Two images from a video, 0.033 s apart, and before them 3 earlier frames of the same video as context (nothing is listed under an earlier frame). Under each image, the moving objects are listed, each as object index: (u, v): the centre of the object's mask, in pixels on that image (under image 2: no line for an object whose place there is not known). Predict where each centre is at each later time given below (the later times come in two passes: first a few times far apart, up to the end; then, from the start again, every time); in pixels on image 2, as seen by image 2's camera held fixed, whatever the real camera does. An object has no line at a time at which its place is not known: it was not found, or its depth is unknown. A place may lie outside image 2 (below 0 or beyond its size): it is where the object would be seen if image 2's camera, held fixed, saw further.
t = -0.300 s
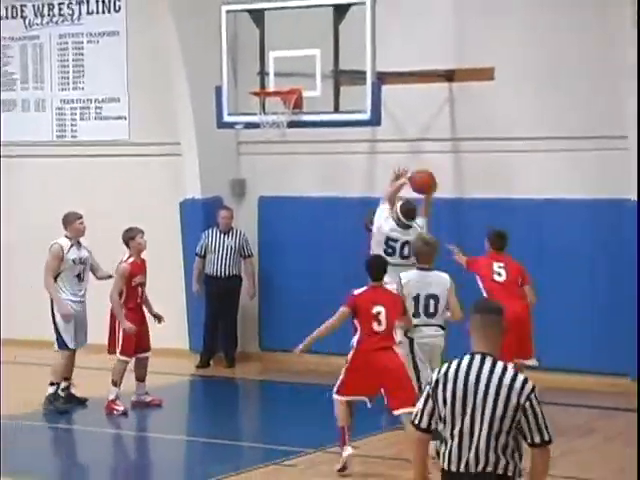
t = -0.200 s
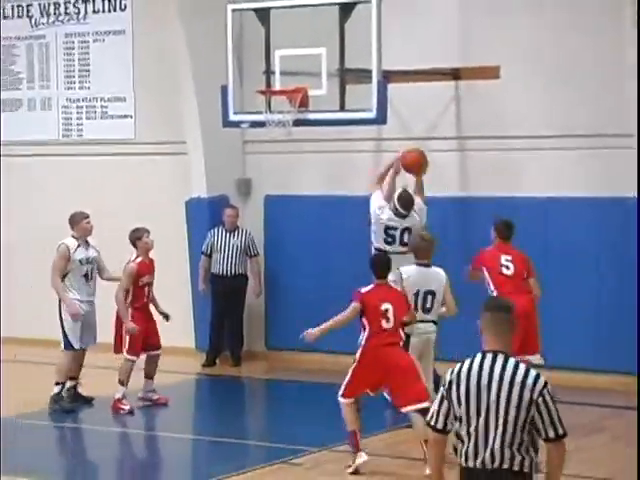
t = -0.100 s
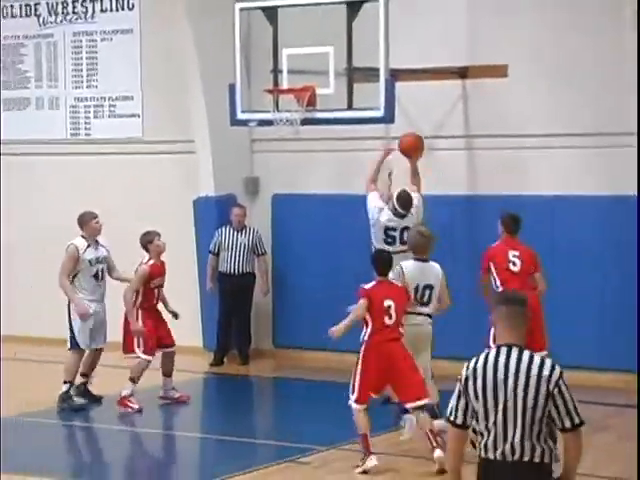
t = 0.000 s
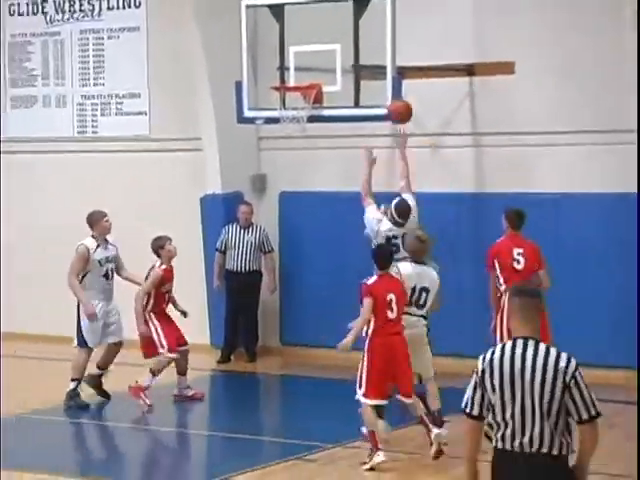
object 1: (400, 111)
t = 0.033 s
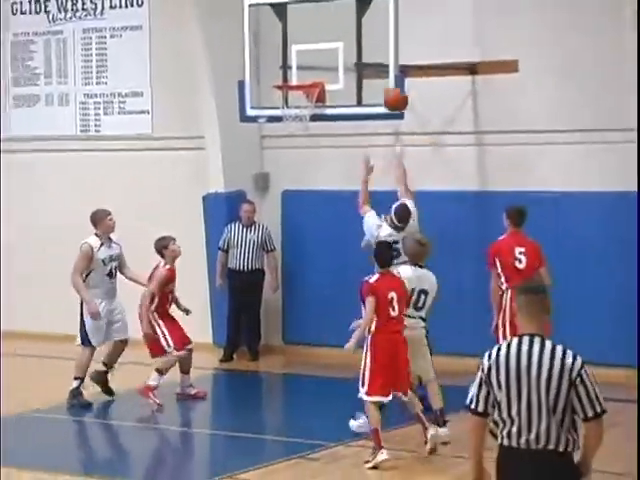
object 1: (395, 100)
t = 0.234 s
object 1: (356, 60)
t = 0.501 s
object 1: (303, 76)
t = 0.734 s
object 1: (274, 118)
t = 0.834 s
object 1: (275, 133)
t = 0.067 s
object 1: (387, 90)
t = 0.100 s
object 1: (382, 82)
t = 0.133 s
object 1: (375, 74)
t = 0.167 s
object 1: (368, 68)
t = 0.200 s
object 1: (363, 63)
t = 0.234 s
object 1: (356, 60)
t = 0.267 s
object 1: (352, 59)
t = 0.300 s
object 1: (344, 58)
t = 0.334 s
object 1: (339, 57)
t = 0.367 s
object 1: (333, 59)
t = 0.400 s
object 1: (326, 61)
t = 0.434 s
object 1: (318, 66)
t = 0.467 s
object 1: (311, 71)
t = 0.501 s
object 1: (303, 76)
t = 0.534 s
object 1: (295, 85)
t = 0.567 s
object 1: (289, 96)
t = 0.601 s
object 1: (282, 101)
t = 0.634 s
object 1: (277, 107)
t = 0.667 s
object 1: (275, 111)
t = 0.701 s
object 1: (274, 111)
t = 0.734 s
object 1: (274, 118)
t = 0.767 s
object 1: (275, 122)
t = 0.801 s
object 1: (275, 126)
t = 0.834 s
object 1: (275, 133)
